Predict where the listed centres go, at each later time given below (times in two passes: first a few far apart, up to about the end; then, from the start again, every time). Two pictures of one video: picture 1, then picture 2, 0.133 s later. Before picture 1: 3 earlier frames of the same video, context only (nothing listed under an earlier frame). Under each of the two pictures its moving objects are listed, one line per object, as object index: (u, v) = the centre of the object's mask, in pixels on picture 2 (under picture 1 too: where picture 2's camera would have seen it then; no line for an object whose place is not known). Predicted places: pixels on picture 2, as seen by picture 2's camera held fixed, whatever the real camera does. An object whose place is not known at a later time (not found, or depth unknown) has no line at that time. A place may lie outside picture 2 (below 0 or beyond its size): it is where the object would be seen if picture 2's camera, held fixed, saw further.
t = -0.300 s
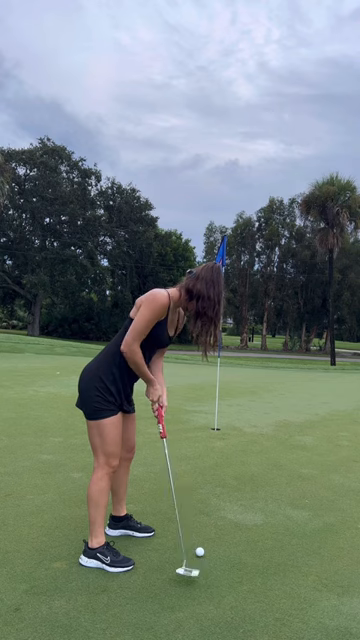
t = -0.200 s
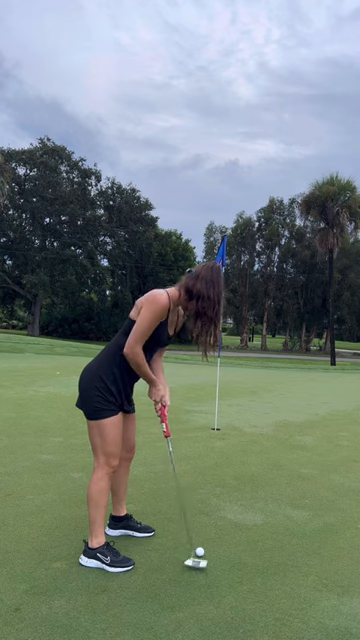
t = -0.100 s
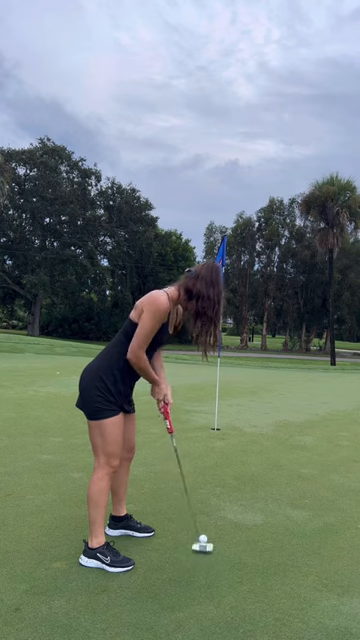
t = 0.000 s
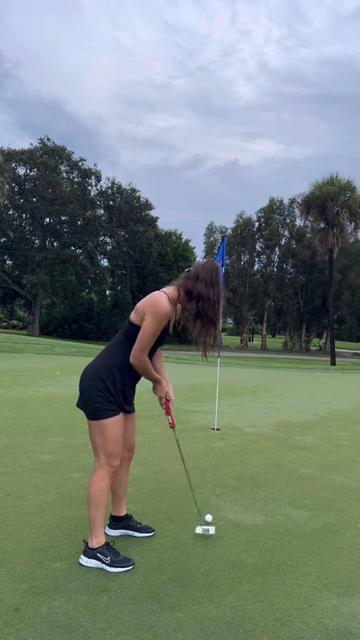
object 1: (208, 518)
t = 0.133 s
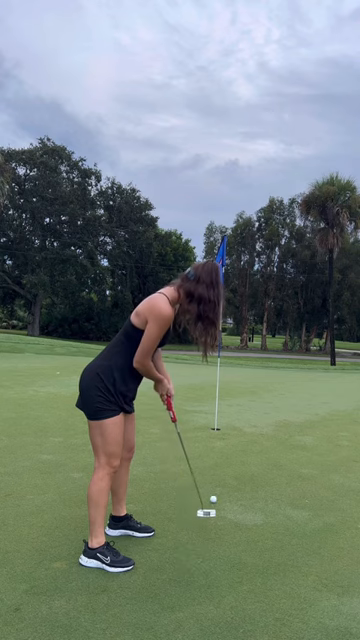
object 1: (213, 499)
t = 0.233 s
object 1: (216, 488)
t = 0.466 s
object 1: (219, 469)
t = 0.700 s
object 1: (220, 456)
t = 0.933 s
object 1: (220, 446)
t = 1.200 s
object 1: (219, 437)
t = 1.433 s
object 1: (218, 431)
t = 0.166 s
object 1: (214, 495)
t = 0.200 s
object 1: (215, 492)
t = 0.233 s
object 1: (216, 488)
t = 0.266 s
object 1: (216, 485)
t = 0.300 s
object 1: (217, 482)
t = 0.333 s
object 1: (217, 479)
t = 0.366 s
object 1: (218, 477)
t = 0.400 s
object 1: (218, 474)
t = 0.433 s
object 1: (218, 472)
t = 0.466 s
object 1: (219, 469)
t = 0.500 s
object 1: (219, 467)
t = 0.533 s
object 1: (219, 465)
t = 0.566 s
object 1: (219, 463)
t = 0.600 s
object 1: (219, 461)
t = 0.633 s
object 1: (219, 459)
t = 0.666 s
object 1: (220, 457)
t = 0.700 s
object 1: (220, 456)
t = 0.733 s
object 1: (220, 454)
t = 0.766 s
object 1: (220, 453)
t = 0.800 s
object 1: (220, 451)
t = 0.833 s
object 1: (220, 450)
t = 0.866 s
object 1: (220, 448)
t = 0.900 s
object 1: (220, 447)
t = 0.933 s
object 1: (220, 446)
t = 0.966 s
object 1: (220, 444)
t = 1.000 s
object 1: (220, 443)
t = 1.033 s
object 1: (220, 442)
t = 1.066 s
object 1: (220, 441)
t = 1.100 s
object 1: (220, 440)
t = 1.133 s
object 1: (220, 438)
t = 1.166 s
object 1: (219, 438)
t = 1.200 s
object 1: (219, 437)
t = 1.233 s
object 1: (220, 436)
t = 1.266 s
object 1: (219, 435)
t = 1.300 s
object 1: (219, 434)
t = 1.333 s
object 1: (219, 433)
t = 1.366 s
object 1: (219, 433)
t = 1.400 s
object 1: (219, 432)
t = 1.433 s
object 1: (218, 431)
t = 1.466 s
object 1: (218, 430)
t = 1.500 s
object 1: (218, 429)
